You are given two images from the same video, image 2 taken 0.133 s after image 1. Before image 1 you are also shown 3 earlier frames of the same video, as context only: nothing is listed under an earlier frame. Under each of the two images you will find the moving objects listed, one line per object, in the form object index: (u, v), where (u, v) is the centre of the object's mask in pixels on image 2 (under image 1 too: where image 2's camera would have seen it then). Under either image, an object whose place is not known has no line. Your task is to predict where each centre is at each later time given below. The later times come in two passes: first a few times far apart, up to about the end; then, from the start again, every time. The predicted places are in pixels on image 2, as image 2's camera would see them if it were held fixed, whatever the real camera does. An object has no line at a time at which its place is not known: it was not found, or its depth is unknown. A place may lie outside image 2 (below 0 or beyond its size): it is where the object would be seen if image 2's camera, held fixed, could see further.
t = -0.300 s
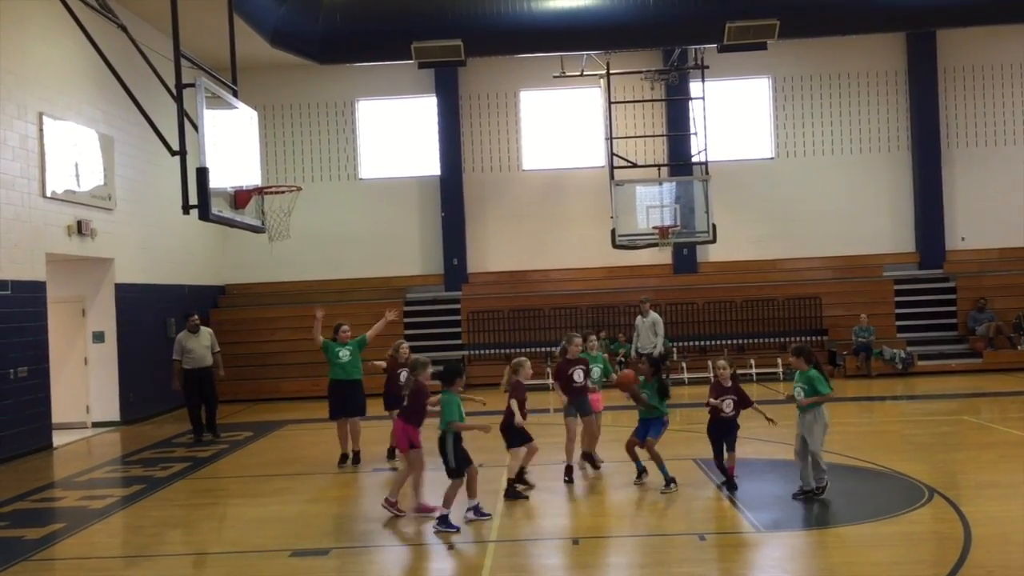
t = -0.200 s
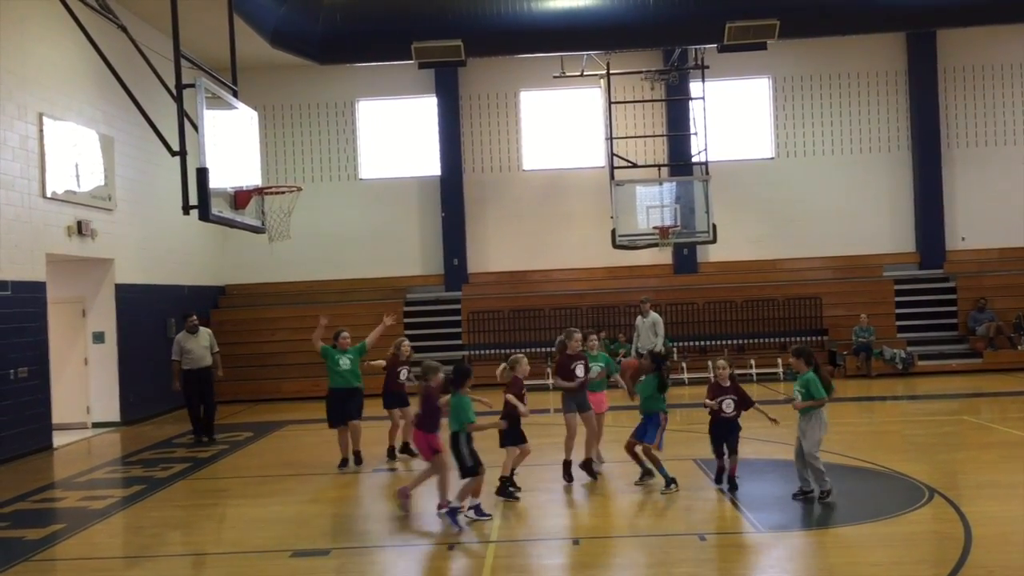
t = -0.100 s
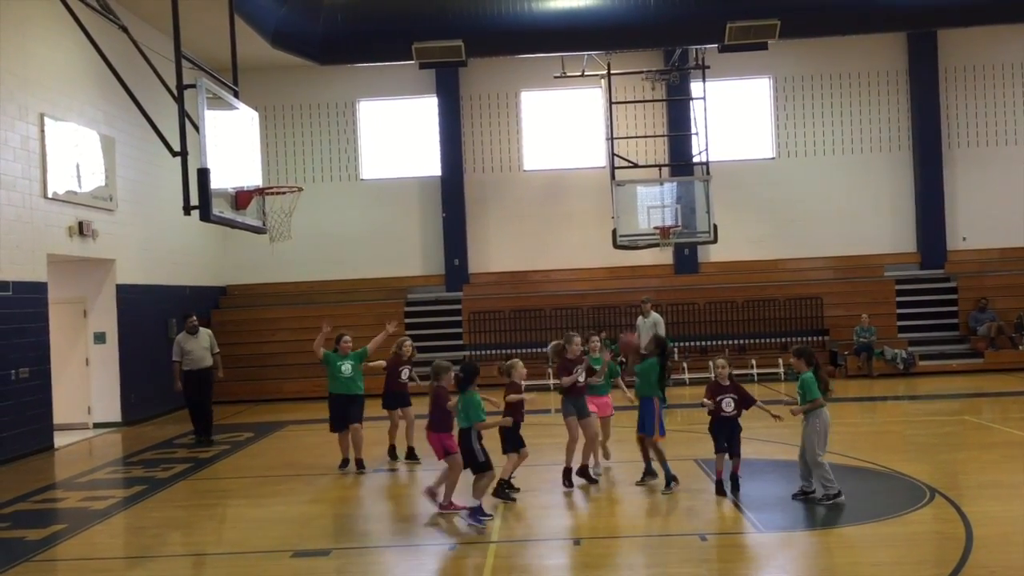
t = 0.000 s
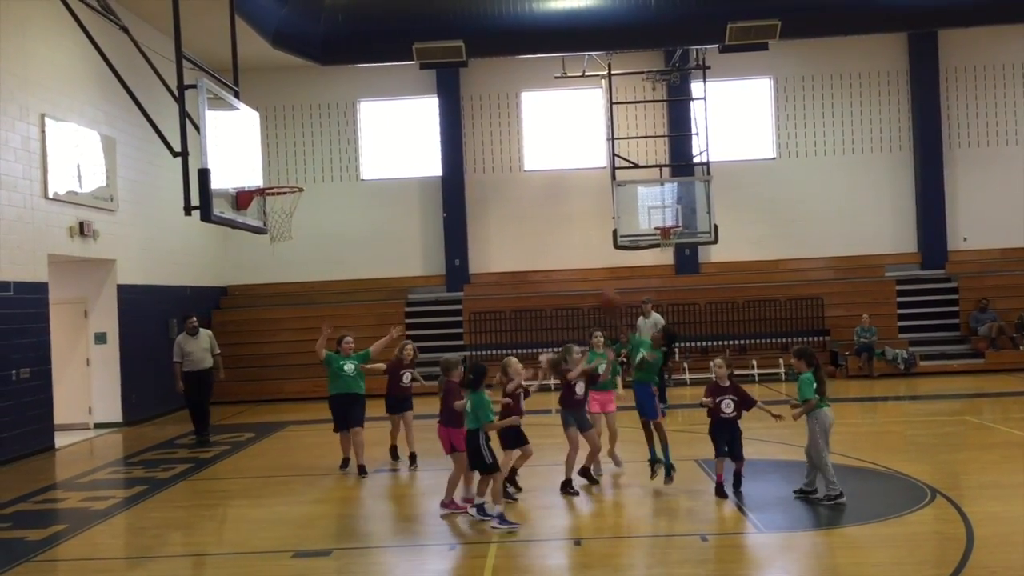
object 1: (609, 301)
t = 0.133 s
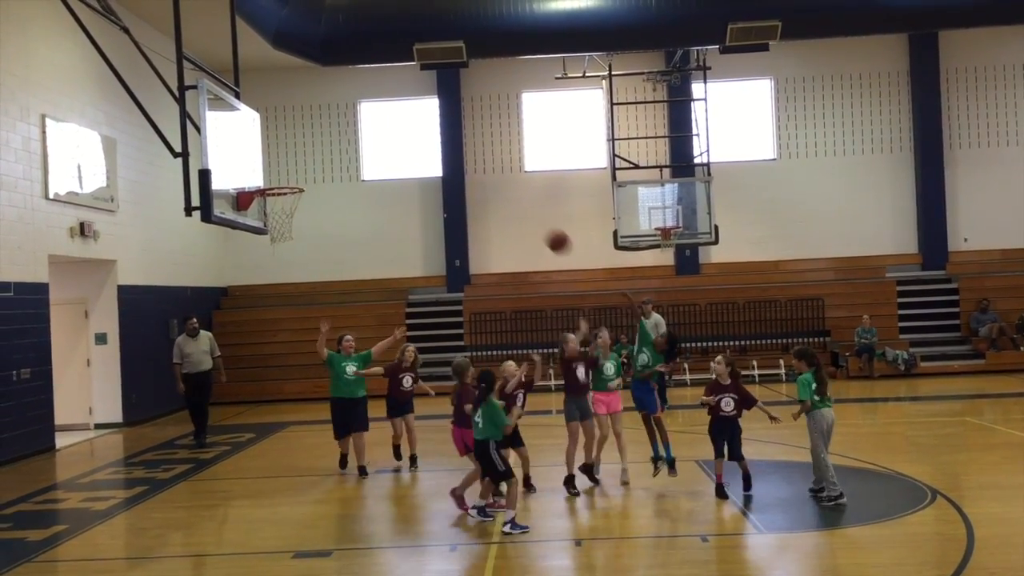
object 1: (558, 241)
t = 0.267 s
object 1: (507, 199)
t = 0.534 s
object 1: (409, 166)
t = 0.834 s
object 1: (301, 213)
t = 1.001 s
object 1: (260, 262)
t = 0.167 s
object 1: (545, 229)
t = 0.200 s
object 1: (532, 218)
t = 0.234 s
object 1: (519, 208)
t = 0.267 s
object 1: (507, 199)
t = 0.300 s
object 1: (495, 191)
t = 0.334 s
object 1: (482, 185)
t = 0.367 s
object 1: (471, 178)
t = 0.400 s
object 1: (458, 174)
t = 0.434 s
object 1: (450, 170)
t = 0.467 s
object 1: (433, 168)
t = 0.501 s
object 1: (421, 167)
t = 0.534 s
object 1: (409, 166)
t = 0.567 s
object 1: (396, 167)
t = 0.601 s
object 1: (384, 169)
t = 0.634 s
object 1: (372, 172)
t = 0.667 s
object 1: (359, 177)
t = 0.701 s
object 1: (349, 181)
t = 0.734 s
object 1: (337, 187)
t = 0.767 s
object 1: (325, 195)
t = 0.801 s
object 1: (313, 203)
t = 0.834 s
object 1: (301, 213)
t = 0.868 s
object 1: (291, 222)
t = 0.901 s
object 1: (282, 231)
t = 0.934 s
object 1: (274, 240)
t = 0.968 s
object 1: (267, 251)
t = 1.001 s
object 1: (260, 262)
